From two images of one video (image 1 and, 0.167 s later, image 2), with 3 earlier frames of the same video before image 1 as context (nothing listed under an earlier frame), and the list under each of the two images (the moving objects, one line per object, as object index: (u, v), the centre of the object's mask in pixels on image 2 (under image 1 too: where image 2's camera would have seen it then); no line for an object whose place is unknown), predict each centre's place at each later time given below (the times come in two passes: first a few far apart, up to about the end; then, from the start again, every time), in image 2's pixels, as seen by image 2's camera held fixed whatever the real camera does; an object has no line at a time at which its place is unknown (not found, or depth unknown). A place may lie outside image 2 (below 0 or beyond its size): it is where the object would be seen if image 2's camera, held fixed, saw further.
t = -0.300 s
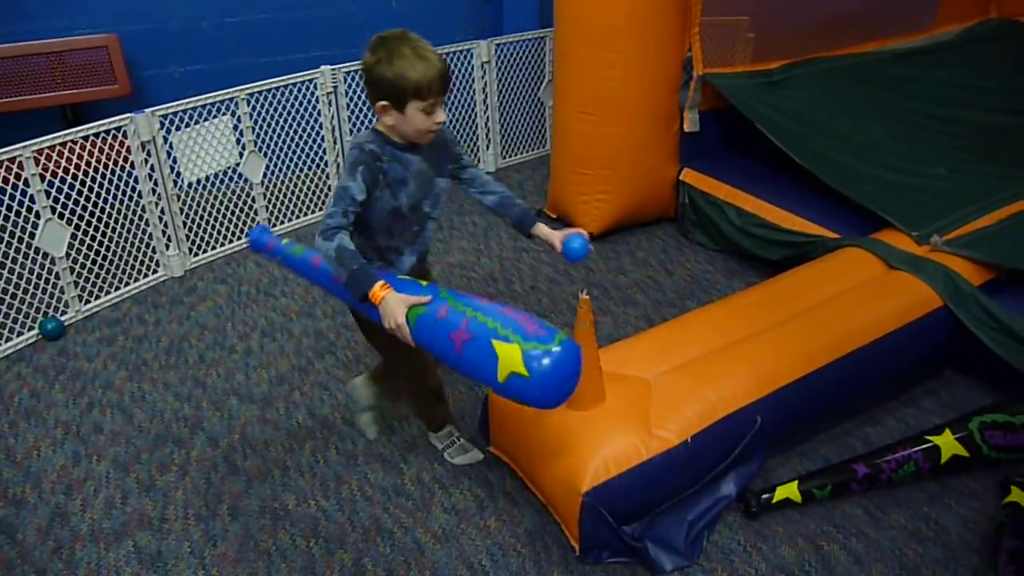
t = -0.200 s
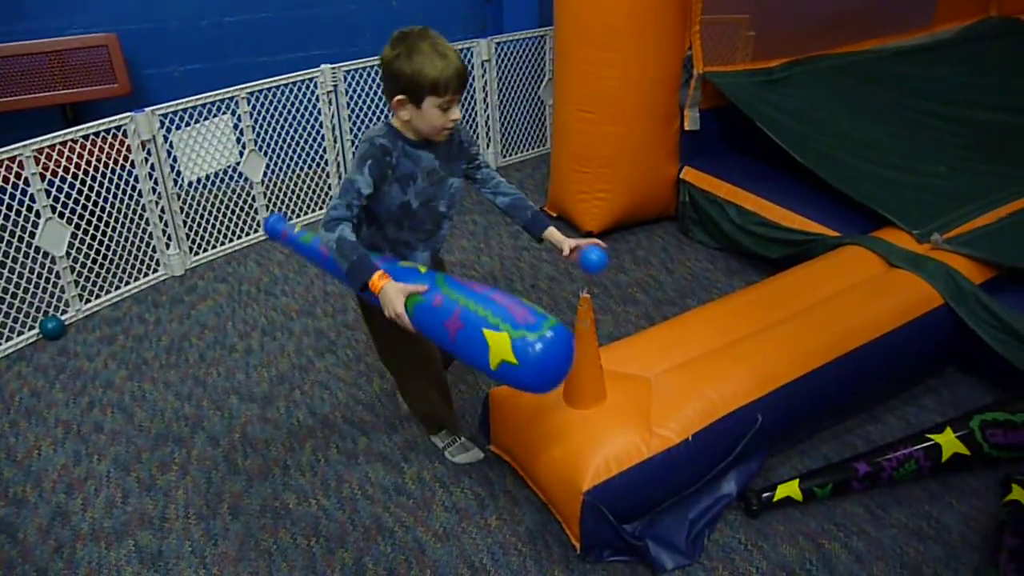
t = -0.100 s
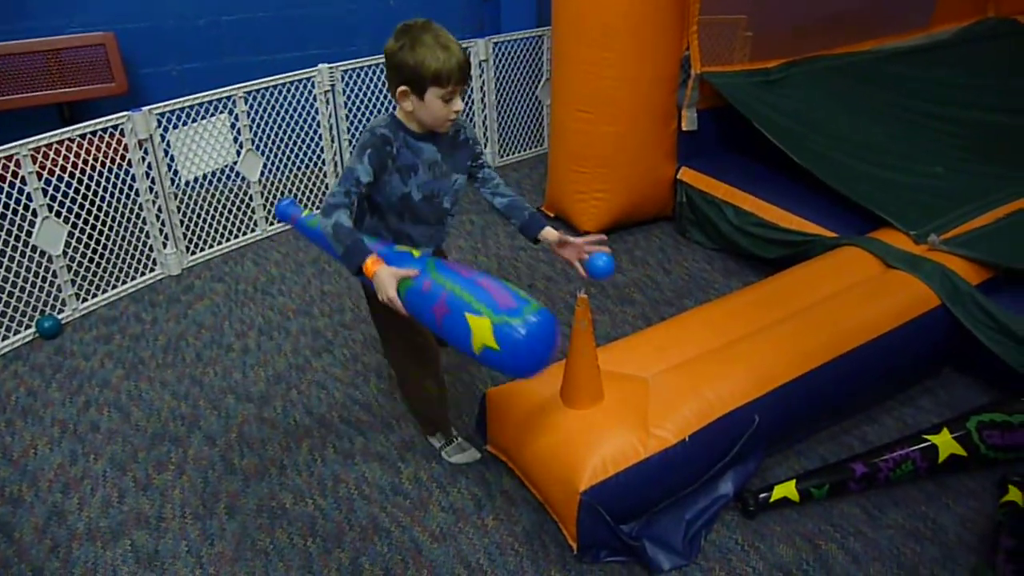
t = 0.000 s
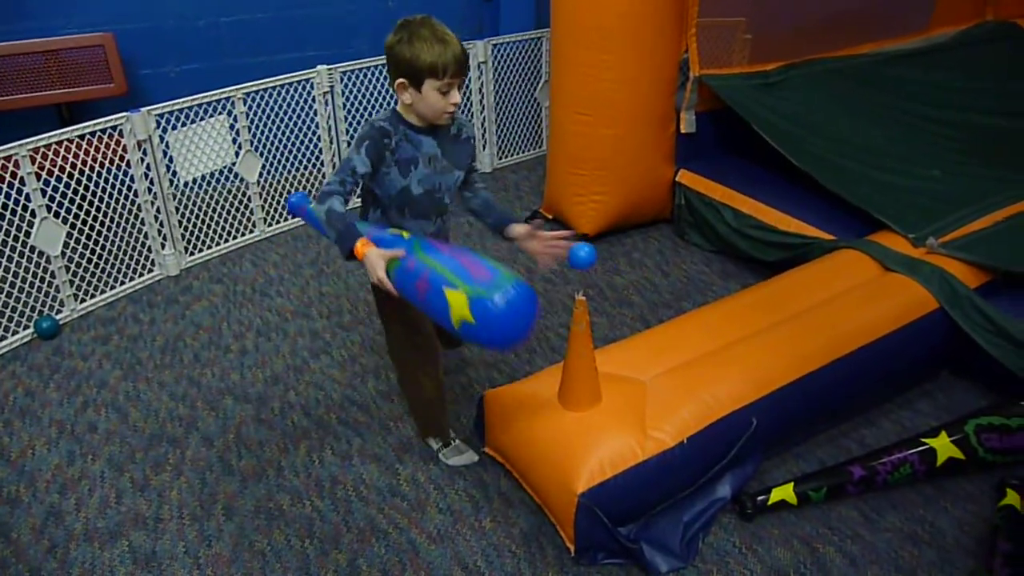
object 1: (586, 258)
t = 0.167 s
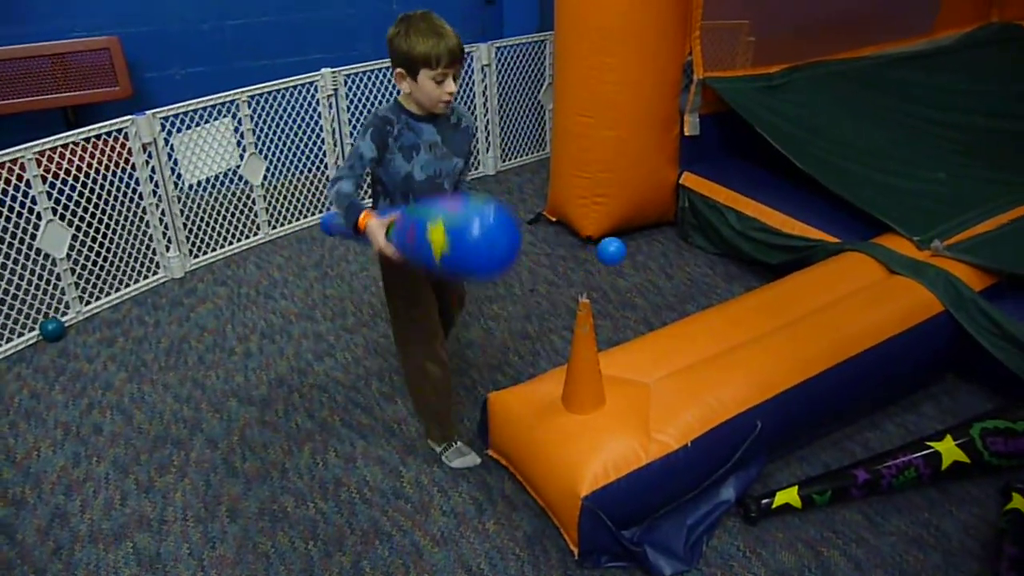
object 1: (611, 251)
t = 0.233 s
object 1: (604, 247)
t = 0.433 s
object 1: (607, 254)
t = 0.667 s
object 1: (601, 260)
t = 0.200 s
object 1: (610, 249)
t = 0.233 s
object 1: (604, 247)
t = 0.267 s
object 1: (597, 245)
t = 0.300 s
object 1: (592, 245)
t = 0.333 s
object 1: (592, 245)
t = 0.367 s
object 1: (597, 248)
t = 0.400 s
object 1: (604, 251)
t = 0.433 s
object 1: (607, 254)
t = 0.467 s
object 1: (607, 256)
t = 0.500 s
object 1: (603, 256)
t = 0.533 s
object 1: (595, 256)
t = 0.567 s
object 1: (589, 256)
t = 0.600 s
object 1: (588, 257)
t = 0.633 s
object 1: (593, 259)
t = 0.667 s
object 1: (601, 260)
